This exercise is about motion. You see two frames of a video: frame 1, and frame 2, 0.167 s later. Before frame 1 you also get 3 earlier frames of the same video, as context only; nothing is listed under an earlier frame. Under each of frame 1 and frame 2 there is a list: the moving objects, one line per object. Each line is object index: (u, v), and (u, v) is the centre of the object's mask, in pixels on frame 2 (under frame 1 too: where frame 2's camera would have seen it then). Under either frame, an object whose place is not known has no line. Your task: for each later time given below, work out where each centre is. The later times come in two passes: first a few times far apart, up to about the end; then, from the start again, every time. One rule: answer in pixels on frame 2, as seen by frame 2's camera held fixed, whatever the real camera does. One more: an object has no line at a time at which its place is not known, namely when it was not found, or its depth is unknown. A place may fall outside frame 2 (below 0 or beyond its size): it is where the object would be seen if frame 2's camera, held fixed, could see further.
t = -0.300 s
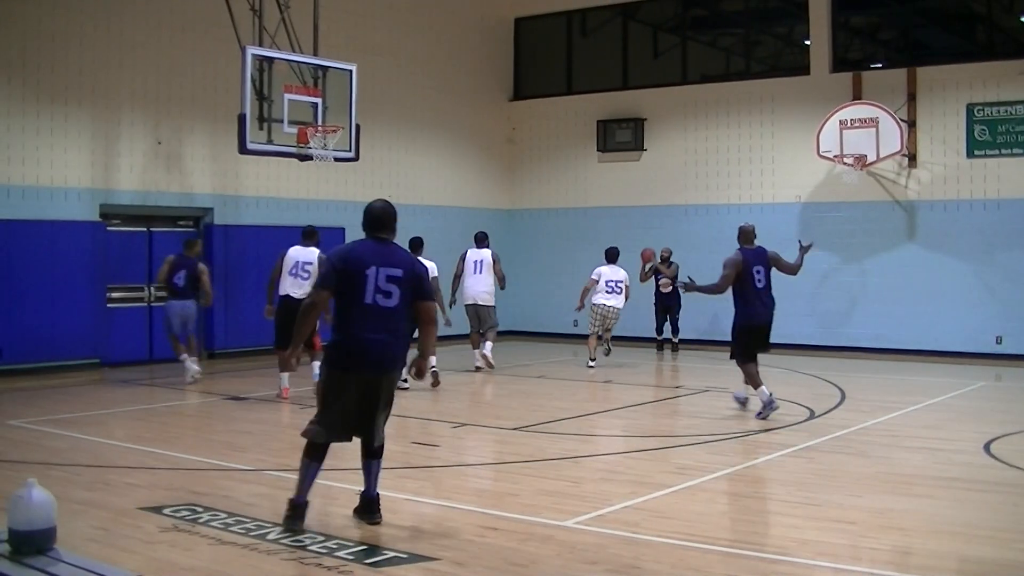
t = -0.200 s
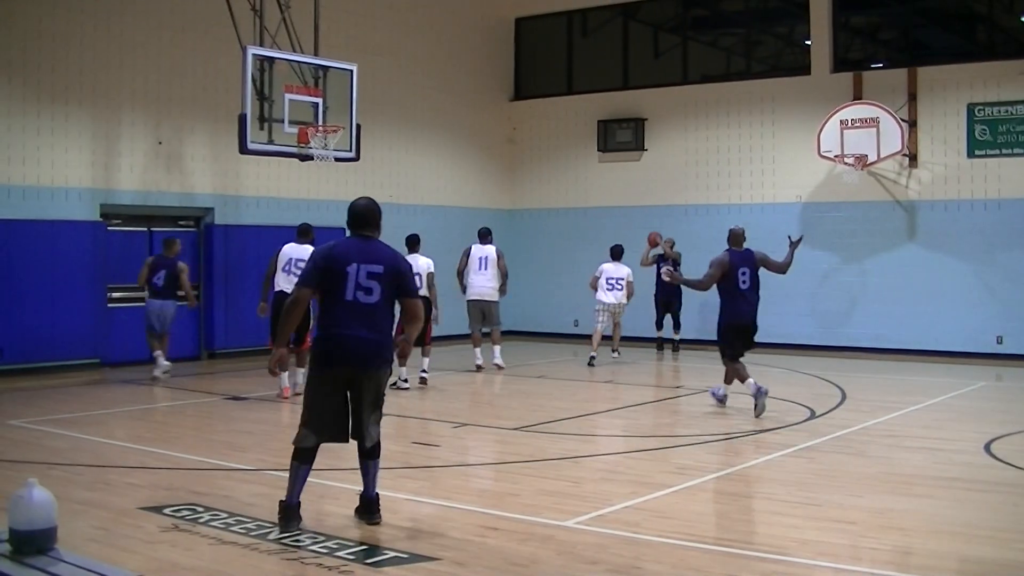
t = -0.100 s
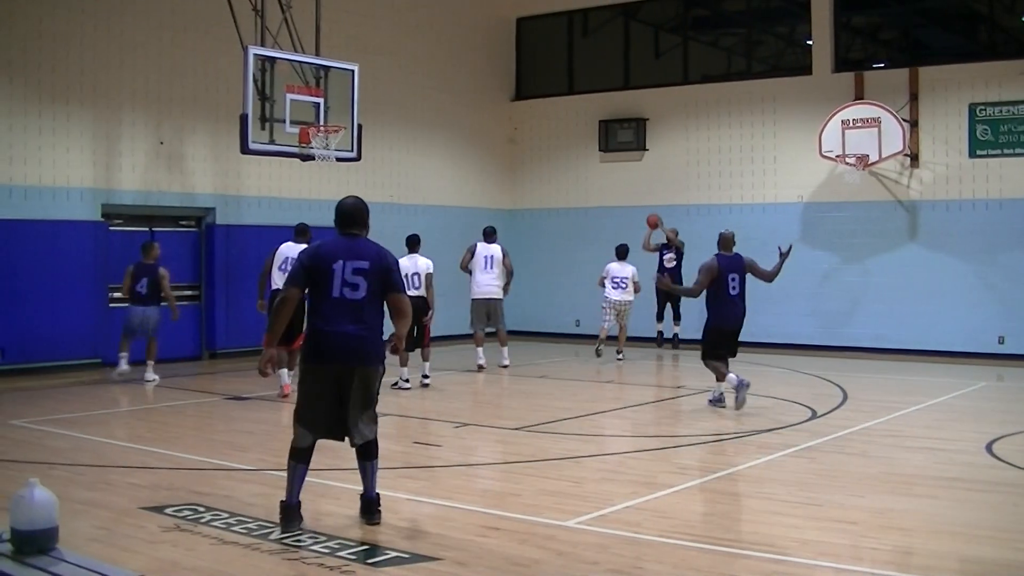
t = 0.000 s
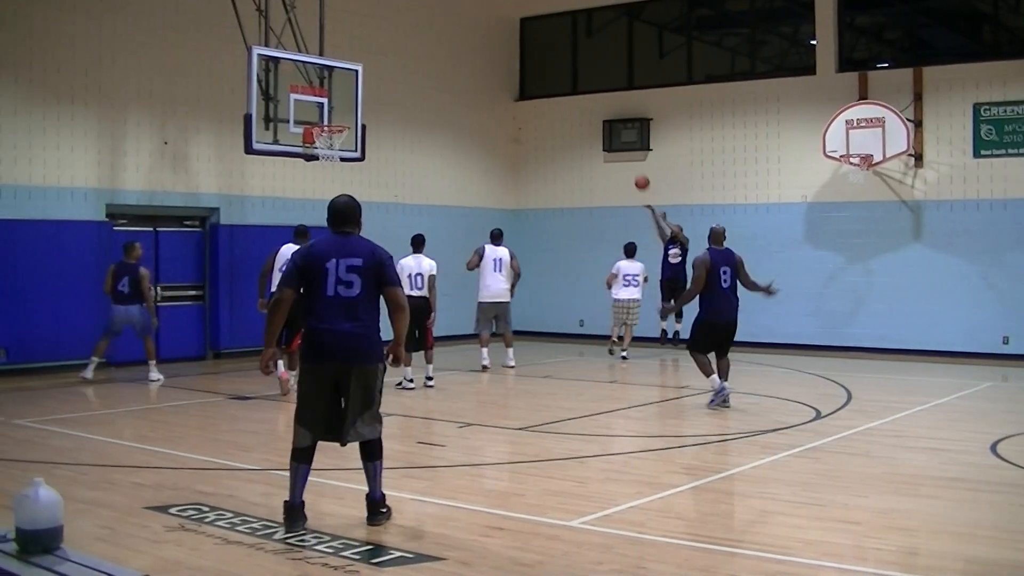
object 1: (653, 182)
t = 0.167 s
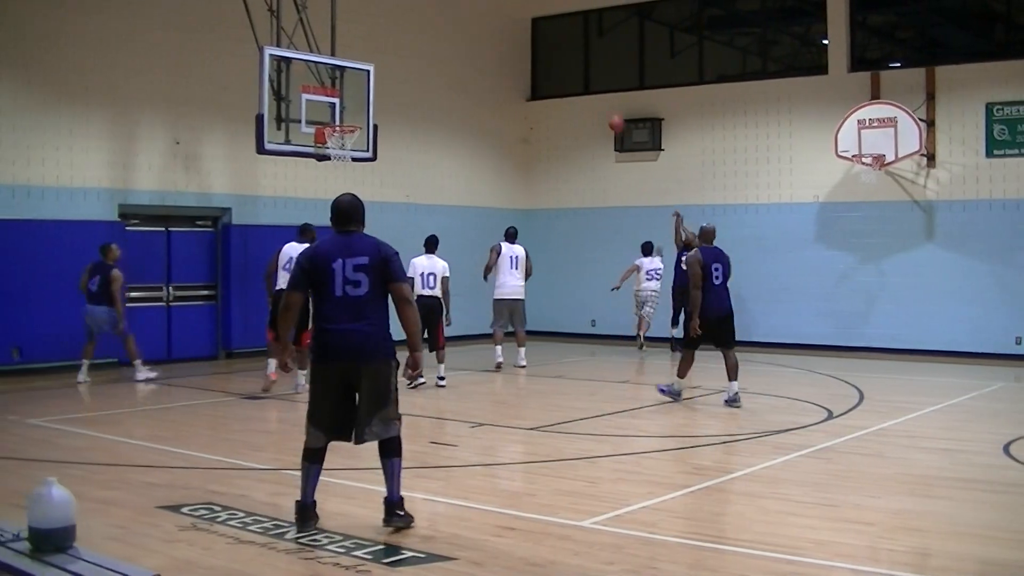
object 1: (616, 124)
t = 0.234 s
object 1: (600, 103)
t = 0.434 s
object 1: (552, 60)
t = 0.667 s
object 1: (489, 42)
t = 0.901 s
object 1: (422, 62)
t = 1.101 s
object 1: (358, 117)
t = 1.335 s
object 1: (350, 101)
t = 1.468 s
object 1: (344, 112)
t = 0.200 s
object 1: (608, 113)
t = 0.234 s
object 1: (600, 103)
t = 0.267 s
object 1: (593, 94)
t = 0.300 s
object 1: (585, 86)
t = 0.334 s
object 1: (577, 78)
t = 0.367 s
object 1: (569, 71)
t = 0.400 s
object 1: (561, 65)
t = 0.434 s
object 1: (552, 60)
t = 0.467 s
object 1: (543, 55)
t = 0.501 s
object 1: (535, 51)
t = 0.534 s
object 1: (527, 48)
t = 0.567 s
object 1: (517, 45)
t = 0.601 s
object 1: (508, 43)
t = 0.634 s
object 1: (498, 42)
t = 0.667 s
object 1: (489, 42)
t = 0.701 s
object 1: (480, 42)
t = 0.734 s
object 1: (470, 43)
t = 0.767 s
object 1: (461, 45)
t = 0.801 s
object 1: (451, 48)
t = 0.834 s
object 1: (442, 51)
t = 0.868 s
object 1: (431, 56)
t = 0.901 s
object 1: (422, 62)
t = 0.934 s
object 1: (411, 69)
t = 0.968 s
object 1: (401, 78)
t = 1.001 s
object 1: (390, 86)
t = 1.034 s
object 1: (380, 95)
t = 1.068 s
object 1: (368, 107)
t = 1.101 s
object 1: (358, 117)
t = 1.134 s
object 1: (356, 114)
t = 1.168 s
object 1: (355, 110)
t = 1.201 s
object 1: (354, 106)
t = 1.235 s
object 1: (353, 104)
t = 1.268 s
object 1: (352, 102)
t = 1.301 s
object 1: (351, 101)
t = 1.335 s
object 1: (350, 101)
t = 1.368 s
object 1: (348, 102)
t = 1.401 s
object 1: (347, 105)
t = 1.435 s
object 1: (345, 108)
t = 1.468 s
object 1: (344, 112)
